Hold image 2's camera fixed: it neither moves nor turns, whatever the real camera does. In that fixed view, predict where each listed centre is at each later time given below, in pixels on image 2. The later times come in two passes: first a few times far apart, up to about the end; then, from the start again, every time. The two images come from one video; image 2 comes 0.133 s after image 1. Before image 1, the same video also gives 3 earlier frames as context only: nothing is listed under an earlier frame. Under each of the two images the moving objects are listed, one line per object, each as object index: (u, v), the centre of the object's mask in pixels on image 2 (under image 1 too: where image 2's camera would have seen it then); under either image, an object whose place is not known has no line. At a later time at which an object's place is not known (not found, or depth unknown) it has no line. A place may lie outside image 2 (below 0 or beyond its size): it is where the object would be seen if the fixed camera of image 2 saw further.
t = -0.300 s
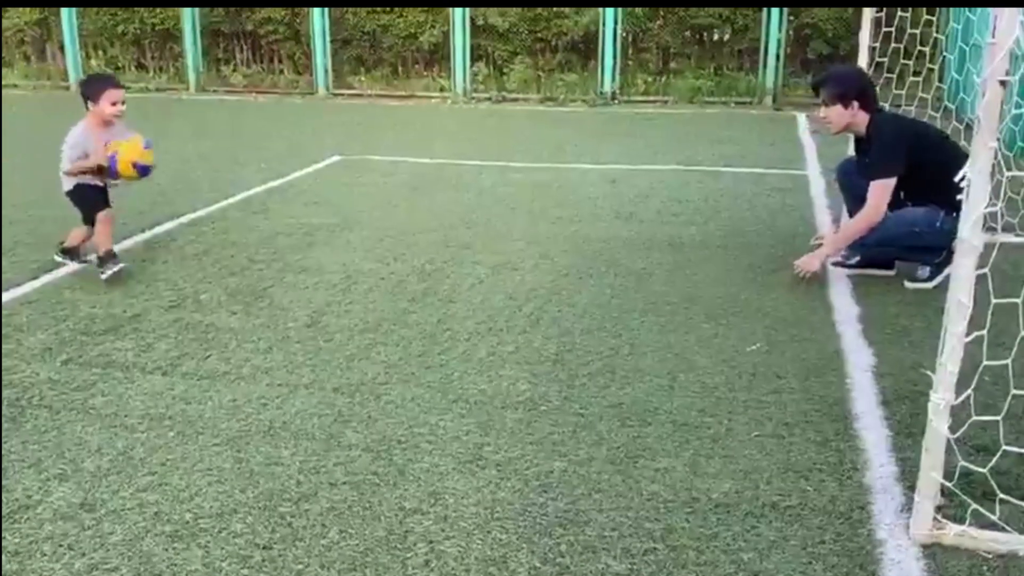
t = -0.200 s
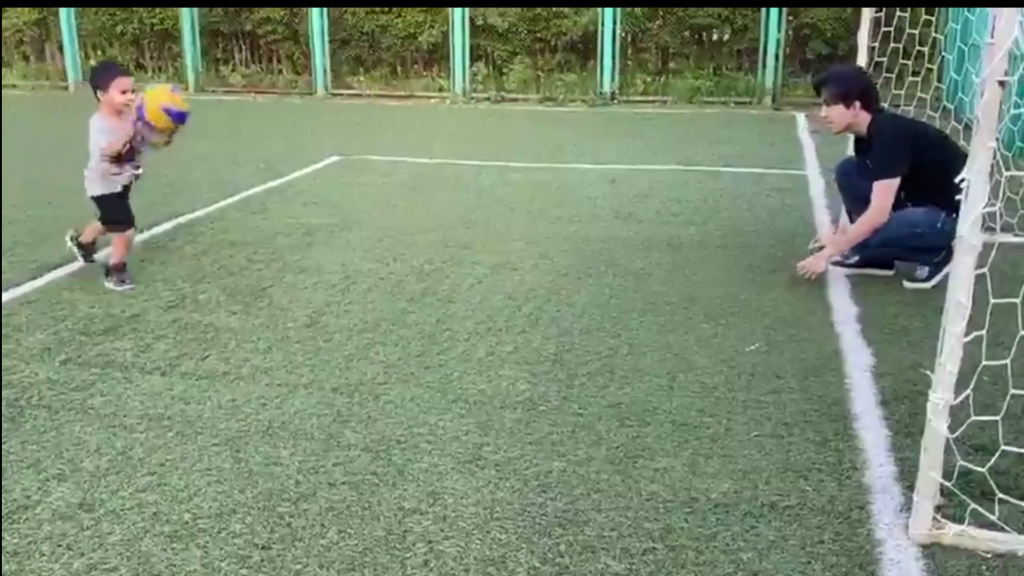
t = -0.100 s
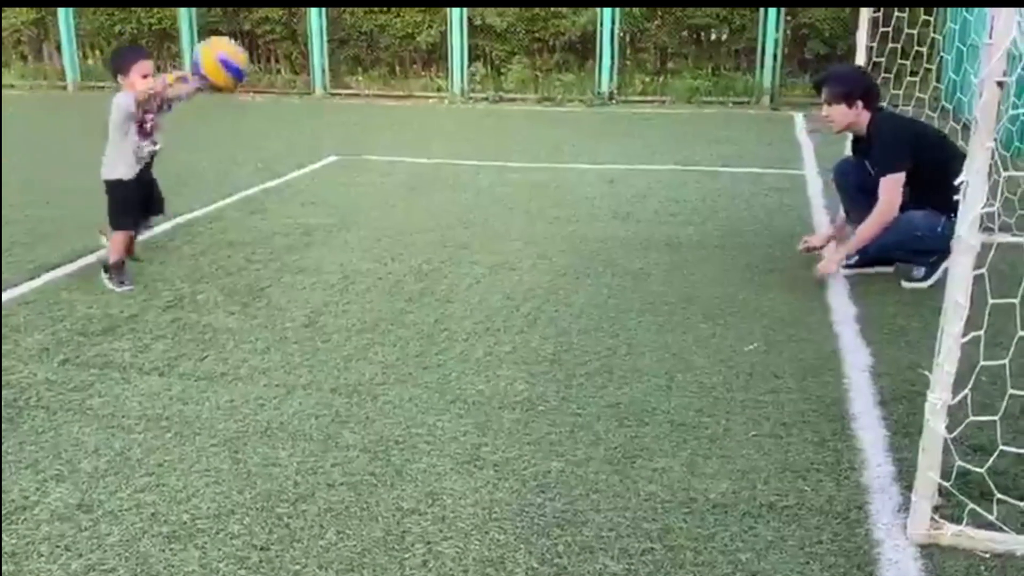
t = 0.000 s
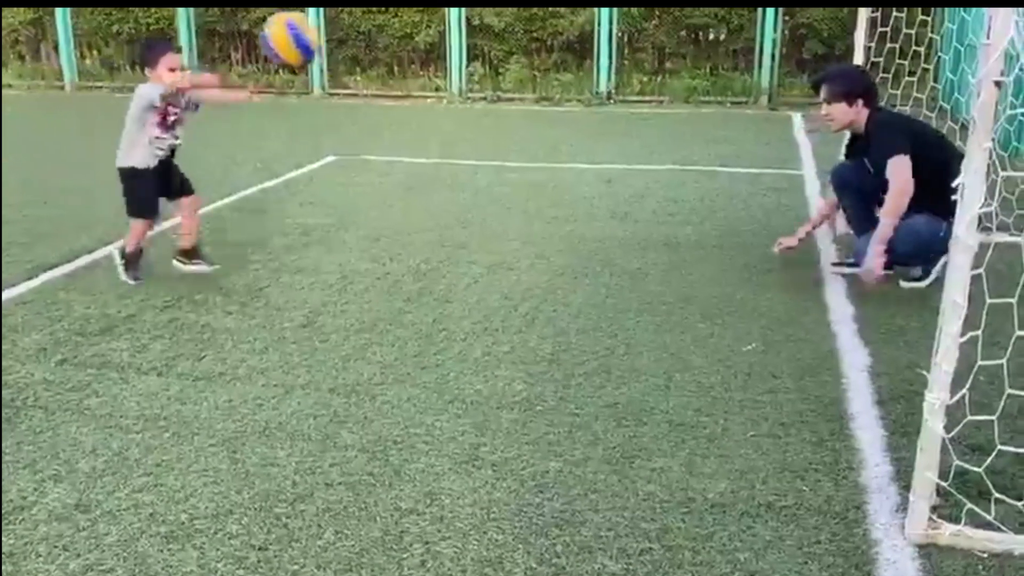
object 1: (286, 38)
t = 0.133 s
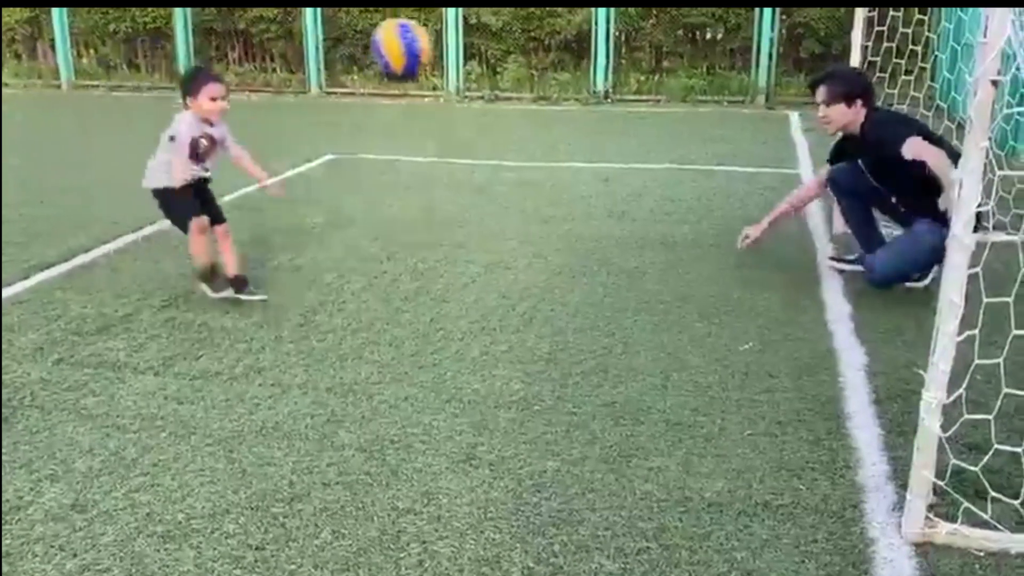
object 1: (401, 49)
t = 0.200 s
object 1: (466, 76)
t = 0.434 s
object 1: (715, 293)
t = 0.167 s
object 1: (432, 59)
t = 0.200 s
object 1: (466, 76)
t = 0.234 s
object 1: (499, 95)
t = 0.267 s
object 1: (533, 118)
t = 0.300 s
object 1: (569, 144)
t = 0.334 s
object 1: (606, 176)
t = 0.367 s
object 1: (643, 213)
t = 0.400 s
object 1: (678, 251)
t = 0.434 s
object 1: (715, 293)
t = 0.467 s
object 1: (754, 343)
